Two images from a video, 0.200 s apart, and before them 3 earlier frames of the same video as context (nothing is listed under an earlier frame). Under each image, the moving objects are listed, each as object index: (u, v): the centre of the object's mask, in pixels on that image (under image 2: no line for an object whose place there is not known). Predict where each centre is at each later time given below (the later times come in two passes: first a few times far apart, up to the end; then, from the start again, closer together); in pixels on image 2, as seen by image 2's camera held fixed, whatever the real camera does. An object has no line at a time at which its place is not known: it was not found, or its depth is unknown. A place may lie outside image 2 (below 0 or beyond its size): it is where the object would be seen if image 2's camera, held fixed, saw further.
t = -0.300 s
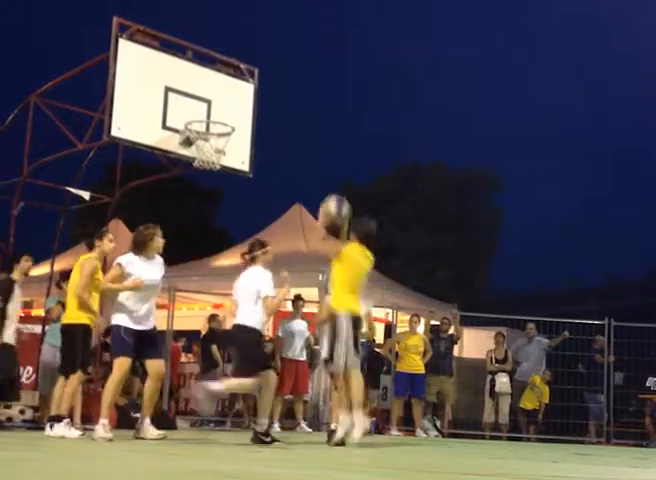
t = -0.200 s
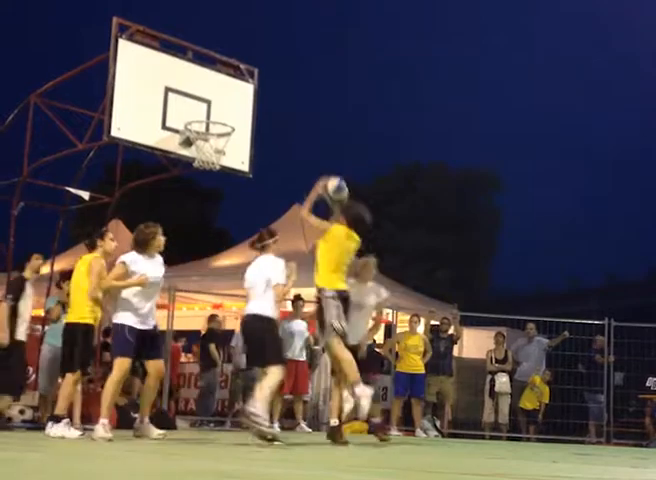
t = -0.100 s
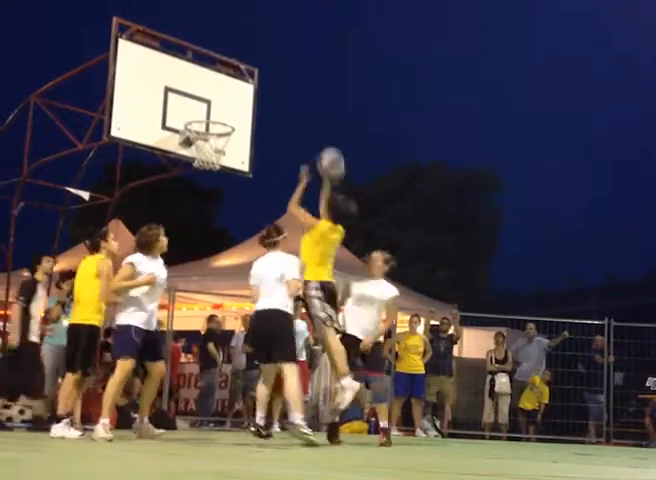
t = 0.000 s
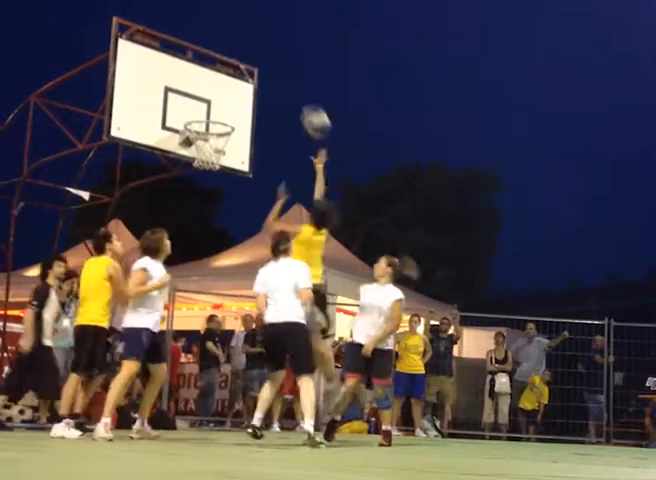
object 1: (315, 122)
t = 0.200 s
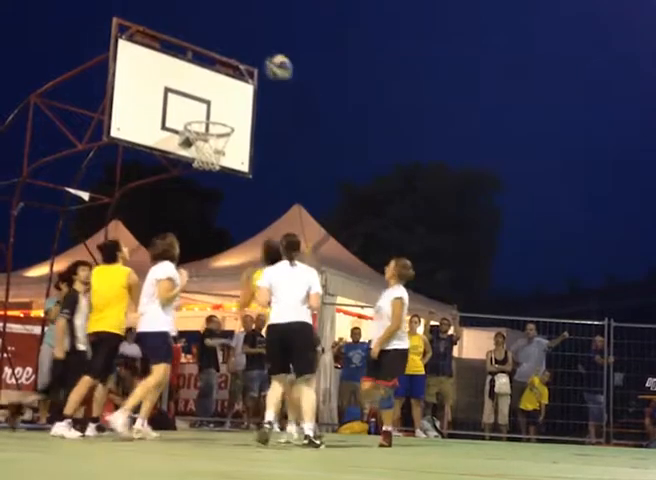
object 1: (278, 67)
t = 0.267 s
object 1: (267, 59)
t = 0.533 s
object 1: (219, 67)
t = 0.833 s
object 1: (216, 137)
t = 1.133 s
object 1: (220, 155)
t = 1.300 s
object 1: (216, 191)
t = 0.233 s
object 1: (273, 62)
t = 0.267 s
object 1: (267, 59)
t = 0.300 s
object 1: (260, 56)
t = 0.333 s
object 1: (254, 55)
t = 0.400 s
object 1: (243, 53)
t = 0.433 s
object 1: (238, 55)
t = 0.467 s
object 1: (230, 60)
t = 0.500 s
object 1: (225, 63)
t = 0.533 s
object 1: (219, 67)
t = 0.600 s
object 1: (205, 81)
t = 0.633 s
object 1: (200, 89)
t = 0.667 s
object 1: (194, 97)
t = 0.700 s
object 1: (196, 103)
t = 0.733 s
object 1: (200, 110)
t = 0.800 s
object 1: (209, 129)
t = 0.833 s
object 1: (216, 137)
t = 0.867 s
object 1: (217, 151)
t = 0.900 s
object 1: (219, 151)
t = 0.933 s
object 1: (220, 149)
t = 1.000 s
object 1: (221, 147)
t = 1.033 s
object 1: (221, 147)
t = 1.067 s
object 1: (220, 149)
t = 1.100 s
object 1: (220, 152)
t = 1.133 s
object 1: (220, 155)
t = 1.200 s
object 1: (219, 167)
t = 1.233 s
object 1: (217, 176)
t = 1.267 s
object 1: (217, 183)
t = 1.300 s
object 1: (216, 191)
